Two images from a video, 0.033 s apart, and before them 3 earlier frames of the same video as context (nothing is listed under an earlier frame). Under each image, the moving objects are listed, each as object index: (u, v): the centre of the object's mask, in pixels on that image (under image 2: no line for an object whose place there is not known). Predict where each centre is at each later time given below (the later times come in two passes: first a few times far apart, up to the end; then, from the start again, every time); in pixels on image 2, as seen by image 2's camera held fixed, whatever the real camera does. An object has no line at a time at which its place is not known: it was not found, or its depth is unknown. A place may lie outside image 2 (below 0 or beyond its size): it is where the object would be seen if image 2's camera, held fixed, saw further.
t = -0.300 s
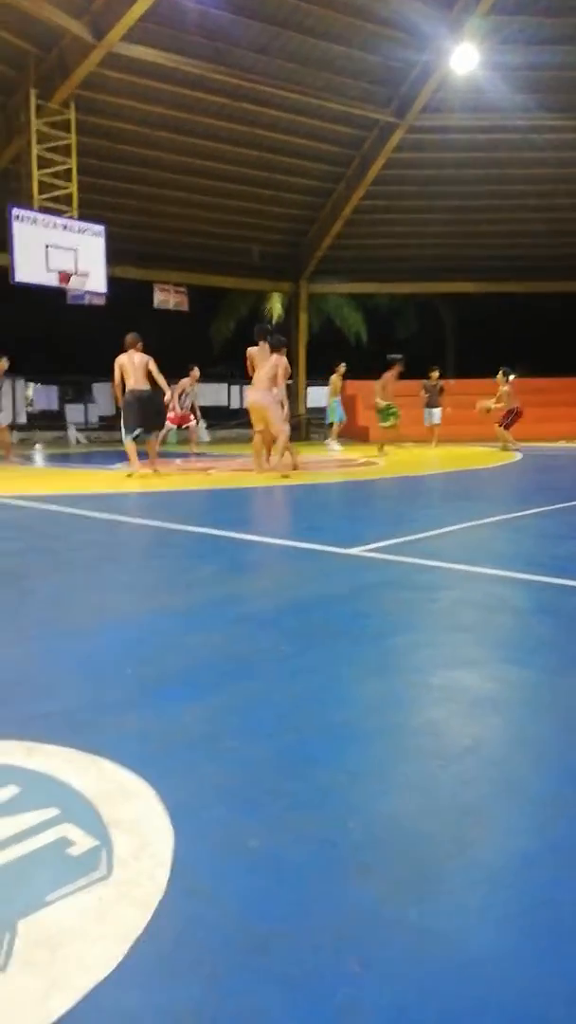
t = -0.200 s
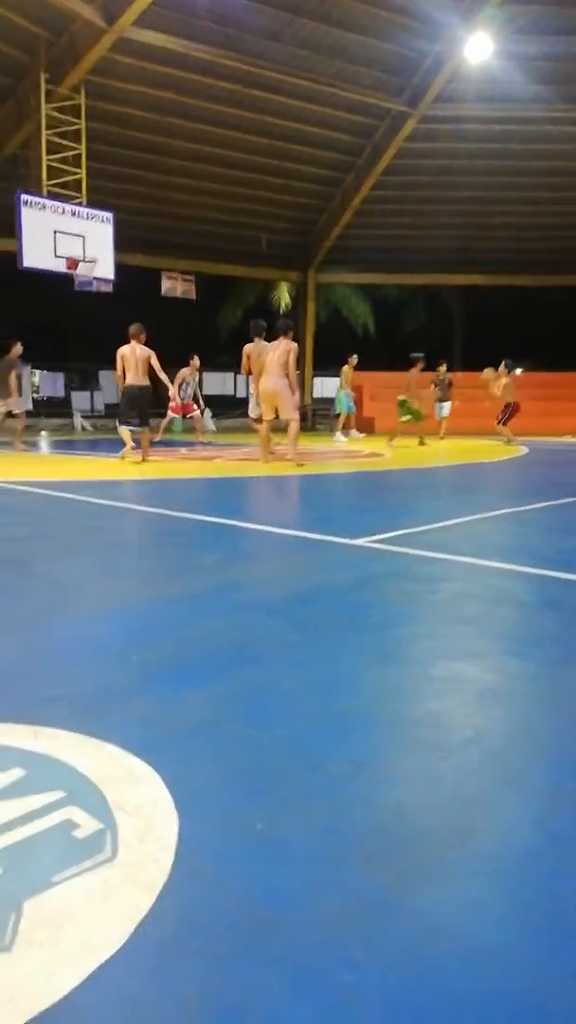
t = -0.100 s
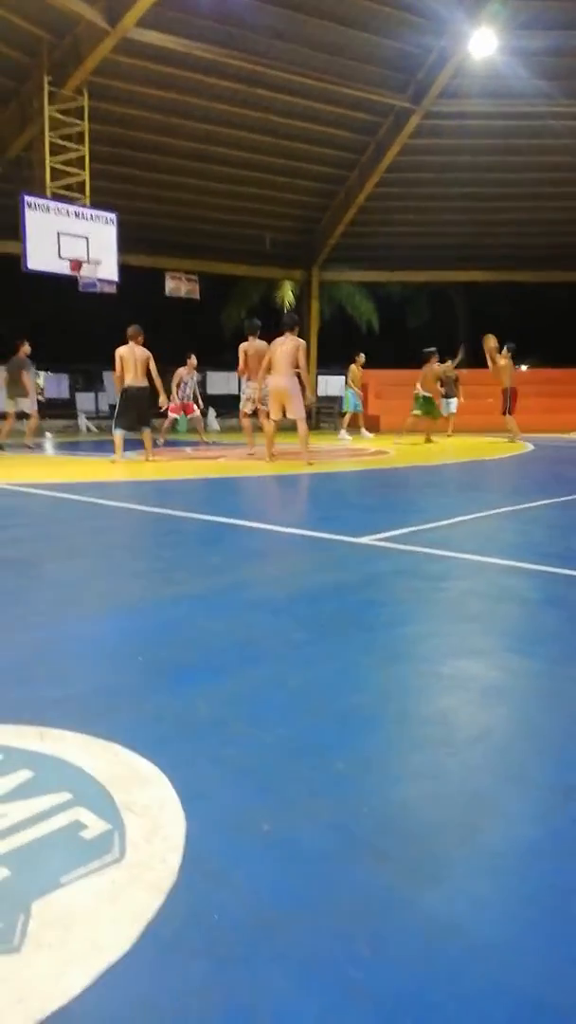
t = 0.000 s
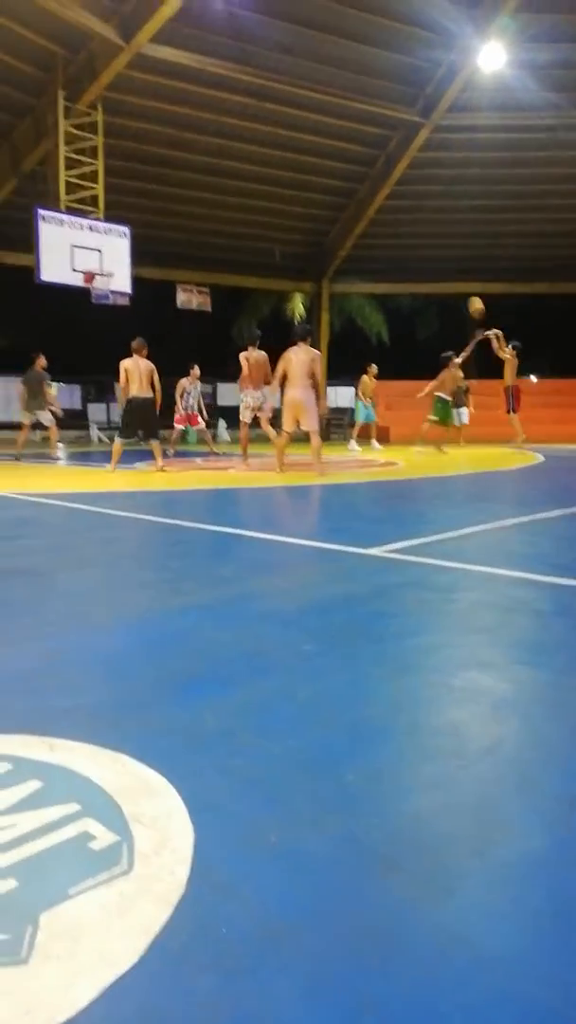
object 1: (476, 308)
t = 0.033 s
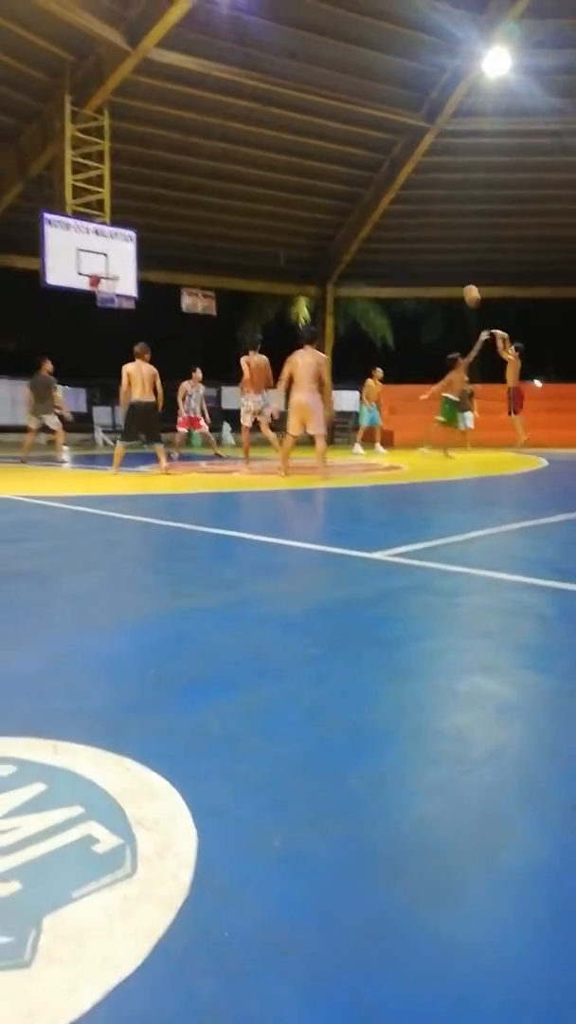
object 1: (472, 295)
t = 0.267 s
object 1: (409, 203)
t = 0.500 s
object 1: (346, 147)
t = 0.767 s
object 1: (273, 125)
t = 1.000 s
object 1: (212, 142)
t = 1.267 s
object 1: (147, 200)
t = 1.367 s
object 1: (124, 229)
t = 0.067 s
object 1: (462, 279)
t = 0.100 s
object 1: (454, 266)
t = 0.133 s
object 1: (446, 252)
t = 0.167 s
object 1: (437, 239)
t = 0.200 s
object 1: (428, 227)
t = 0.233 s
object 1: (418, 215)
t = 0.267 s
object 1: (409, 203)
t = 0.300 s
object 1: (400, 194)
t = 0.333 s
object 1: (392, 184)
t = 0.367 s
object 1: (383, 176)
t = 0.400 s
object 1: (374, 167)
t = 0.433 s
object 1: (364, 159)
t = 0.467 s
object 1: (355, 153)
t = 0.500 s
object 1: (346, 147)
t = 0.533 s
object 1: (336, 141)
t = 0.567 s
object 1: (327, 137)
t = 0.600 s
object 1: (318, 133)
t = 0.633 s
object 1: (309, 131)
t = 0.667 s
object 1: (299, 128)
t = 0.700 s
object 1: (289, 126)
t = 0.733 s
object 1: (281, 125)
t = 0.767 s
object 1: (273, 125)
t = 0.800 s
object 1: (264, 125)
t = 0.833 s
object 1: (255, 125)
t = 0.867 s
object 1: (247, 127)
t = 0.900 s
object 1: (238, 130)
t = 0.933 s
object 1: (230, 133)
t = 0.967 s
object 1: (221, 138)
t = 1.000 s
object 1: (212, 142)
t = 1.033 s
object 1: (204, 147)
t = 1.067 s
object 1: (197, 152)
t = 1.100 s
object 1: (188, 159)
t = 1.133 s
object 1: (179, 166)
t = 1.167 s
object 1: (171, 174)
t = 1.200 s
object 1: (163, 182)
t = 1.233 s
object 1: (155, 191)
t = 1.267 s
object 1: (147, 200)
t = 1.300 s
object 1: (139, 211)
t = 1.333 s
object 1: (131, 221)
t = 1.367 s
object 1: (124, 229)
